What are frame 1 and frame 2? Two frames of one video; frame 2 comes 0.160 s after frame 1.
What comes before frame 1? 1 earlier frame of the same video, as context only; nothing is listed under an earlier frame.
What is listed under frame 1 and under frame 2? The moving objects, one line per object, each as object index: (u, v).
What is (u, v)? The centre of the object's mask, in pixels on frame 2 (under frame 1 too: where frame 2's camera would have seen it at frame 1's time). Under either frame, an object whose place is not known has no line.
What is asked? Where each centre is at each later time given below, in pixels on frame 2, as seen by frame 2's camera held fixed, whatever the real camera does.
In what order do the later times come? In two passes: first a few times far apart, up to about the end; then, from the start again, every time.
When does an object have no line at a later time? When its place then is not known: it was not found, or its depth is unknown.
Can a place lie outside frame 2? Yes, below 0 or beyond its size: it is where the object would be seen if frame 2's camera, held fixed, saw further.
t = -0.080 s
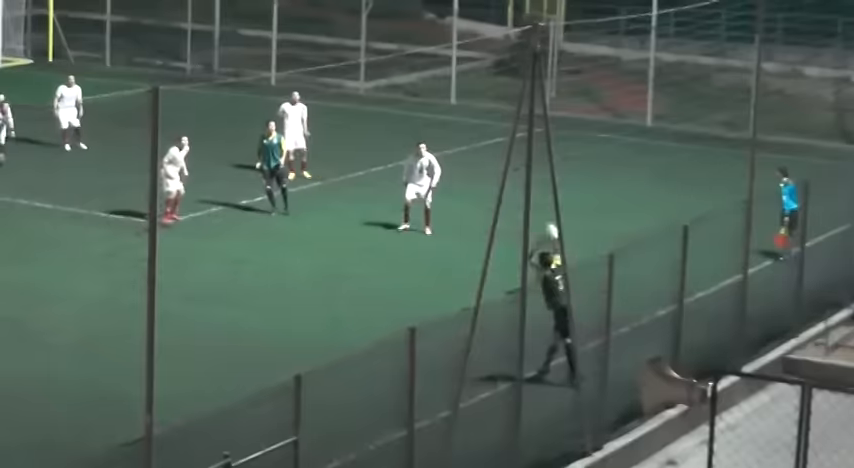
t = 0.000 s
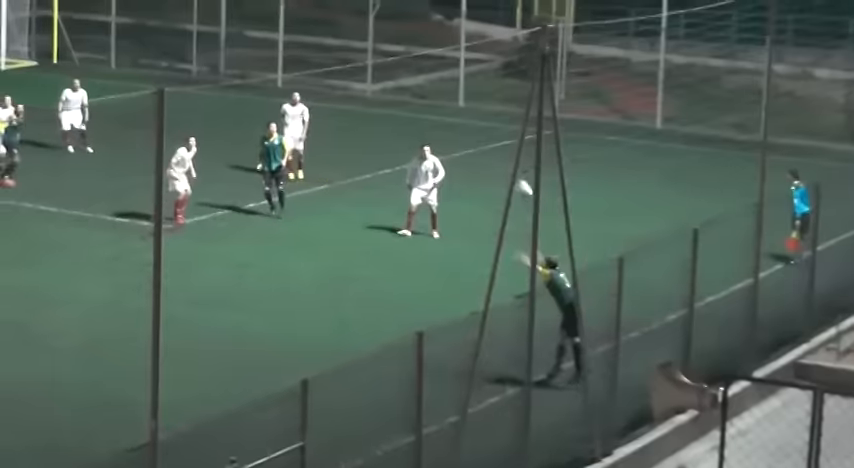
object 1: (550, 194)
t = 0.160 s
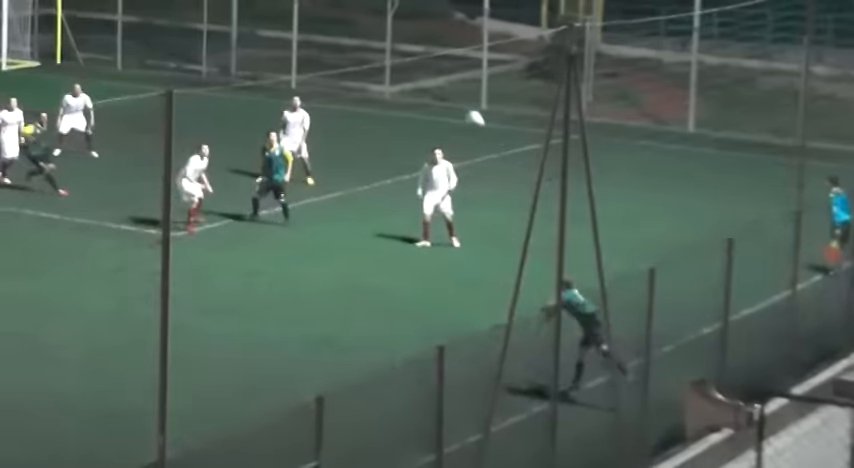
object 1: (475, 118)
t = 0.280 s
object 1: (421, 79)
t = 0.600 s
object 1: (292, 32)
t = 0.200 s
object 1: (457, 104)
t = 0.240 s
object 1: (438, 90)
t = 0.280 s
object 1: (421, 79)
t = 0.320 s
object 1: (403, 68)
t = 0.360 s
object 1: (387, 60)
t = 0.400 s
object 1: (370, 51)
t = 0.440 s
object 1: (355, 45)
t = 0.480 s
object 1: (339, 40)
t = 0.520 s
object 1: (323, 36)
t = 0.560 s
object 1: (307, 33)
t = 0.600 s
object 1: (292, 32)
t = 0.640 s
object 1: (277, 30)
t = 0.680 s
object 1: (262, 31)
